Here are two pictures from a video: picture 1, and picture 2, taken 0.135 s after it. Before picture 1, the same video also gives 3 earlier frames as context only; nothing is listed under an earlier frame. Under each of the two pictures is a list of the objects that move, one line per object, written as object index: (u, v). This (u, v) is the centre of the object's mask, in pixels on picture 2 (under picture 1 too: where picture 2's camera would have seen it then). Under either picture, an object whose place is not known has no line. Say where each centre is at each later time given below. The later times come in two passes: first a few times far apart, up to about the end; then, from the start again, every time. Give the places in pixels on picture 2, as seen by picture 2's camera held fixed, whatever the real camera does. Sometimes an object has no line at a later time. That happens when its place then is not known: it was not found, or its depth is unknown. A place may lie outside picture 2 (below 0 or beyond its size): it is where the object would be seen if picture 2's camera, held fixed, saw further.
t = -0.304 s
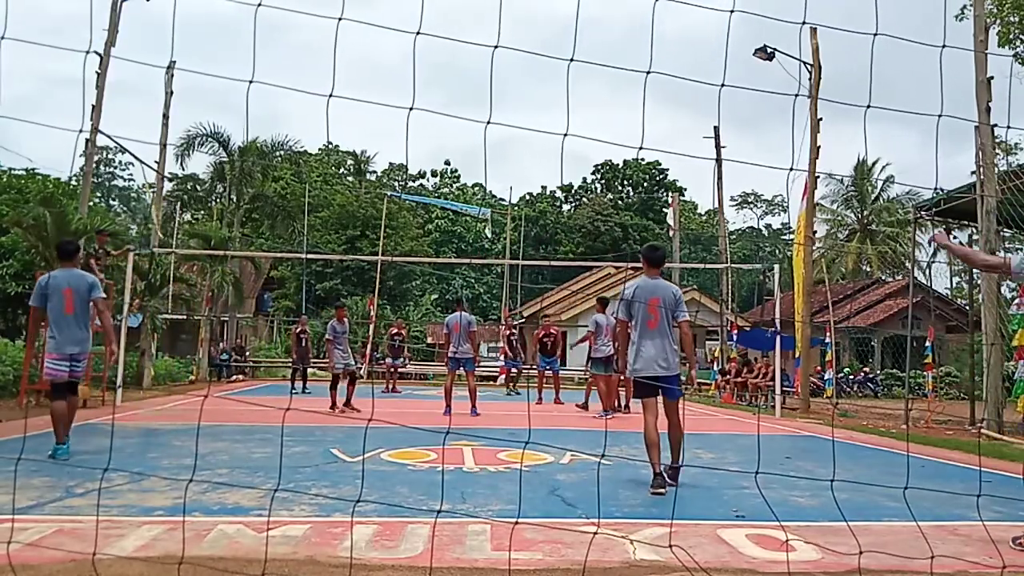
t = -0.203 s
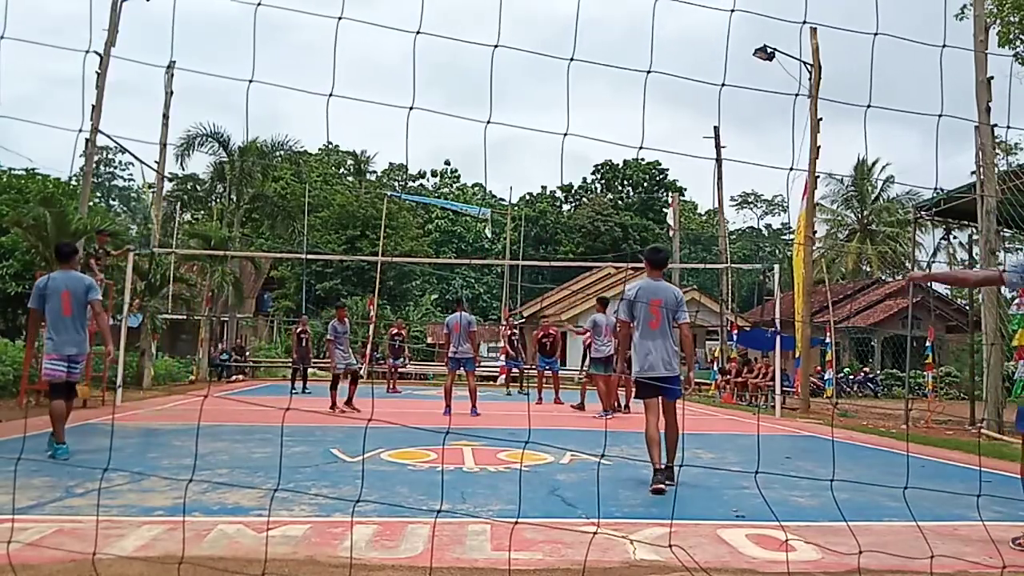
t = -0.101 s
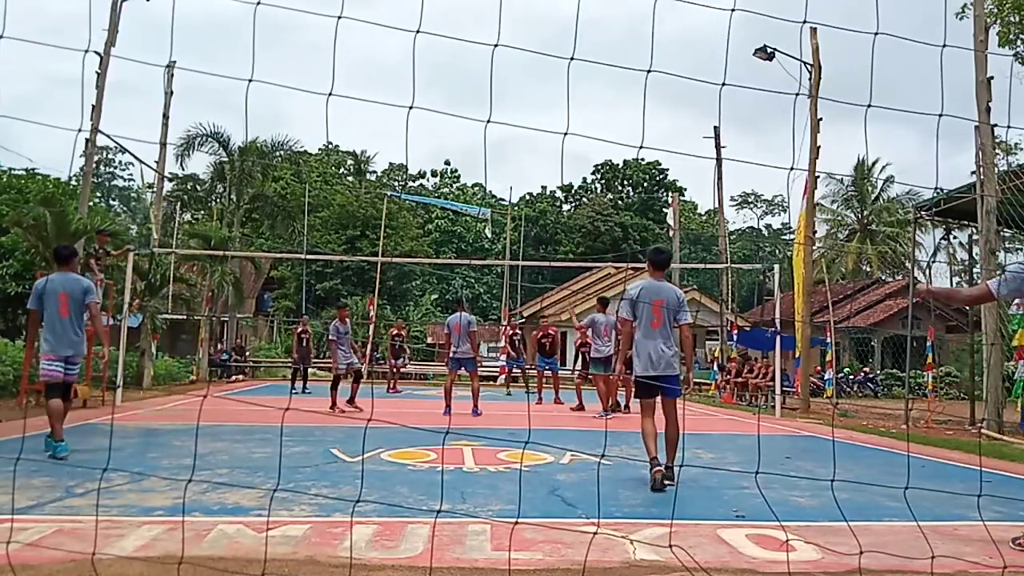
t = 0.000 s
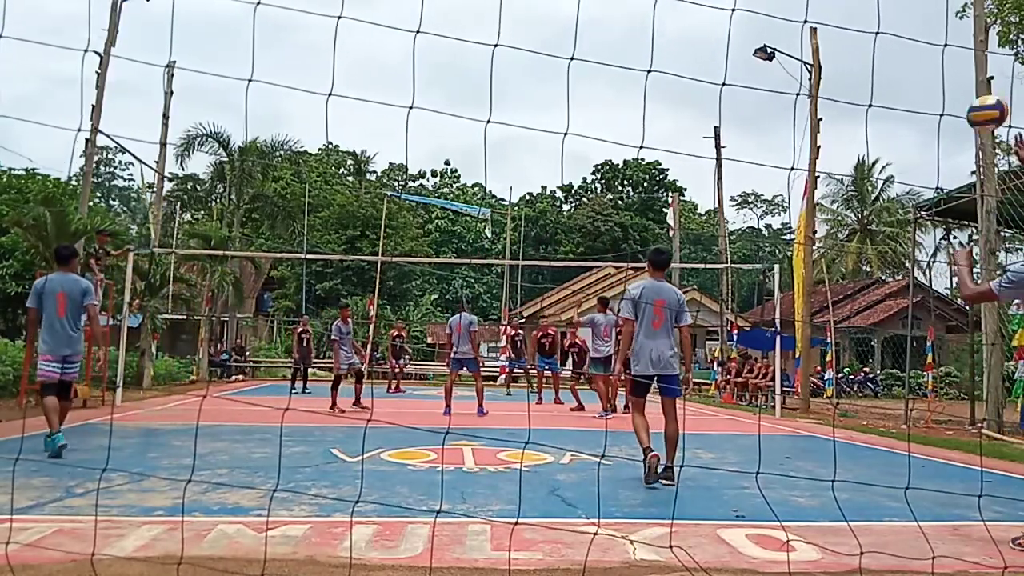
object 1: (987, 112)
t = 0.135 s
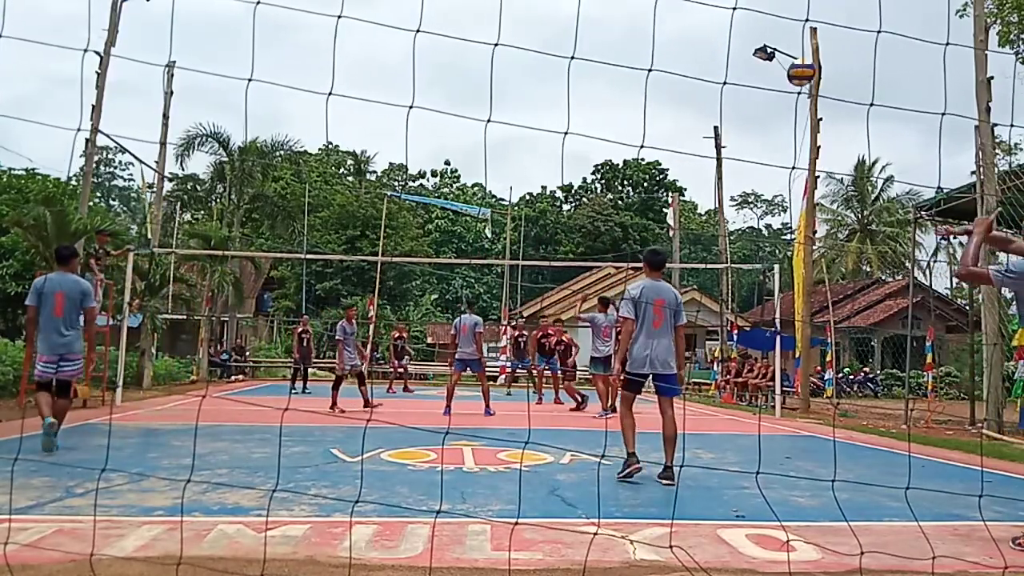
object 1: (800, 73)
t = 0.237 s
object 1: (713, 66)
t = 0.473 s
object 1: (582, 82)
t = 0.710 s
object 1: (508, 127)
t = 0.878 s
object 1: (474, 170)
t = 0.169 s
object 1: (768, 68)
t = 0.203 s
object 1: (739, 67)
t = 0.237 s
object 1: (713, 66)
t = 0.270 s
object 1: (689, 66)
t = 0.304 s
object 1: (667, 67)
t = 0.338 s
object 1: (648, 69)
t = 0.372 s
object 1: (629, 72)
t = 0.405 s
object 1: (612, 74)
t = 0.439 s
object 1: (597, 78)
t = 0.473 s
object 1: (582, 82)
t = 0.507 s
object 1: (569, 87)
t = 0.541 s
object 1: (557, 92)
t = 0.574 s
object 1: (546, 98)
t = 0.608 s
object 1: (535, 104)
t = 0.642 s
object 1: (525, 111)
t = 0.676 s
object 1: (516, 119)
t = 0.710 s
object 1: (508, 127)
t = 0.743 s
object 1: (500, 135)
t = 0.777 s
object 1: (493, 143)
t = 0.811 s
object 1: (486, 152)
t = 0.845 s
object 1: (480, 160)
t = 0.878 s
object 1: (474, 170)
